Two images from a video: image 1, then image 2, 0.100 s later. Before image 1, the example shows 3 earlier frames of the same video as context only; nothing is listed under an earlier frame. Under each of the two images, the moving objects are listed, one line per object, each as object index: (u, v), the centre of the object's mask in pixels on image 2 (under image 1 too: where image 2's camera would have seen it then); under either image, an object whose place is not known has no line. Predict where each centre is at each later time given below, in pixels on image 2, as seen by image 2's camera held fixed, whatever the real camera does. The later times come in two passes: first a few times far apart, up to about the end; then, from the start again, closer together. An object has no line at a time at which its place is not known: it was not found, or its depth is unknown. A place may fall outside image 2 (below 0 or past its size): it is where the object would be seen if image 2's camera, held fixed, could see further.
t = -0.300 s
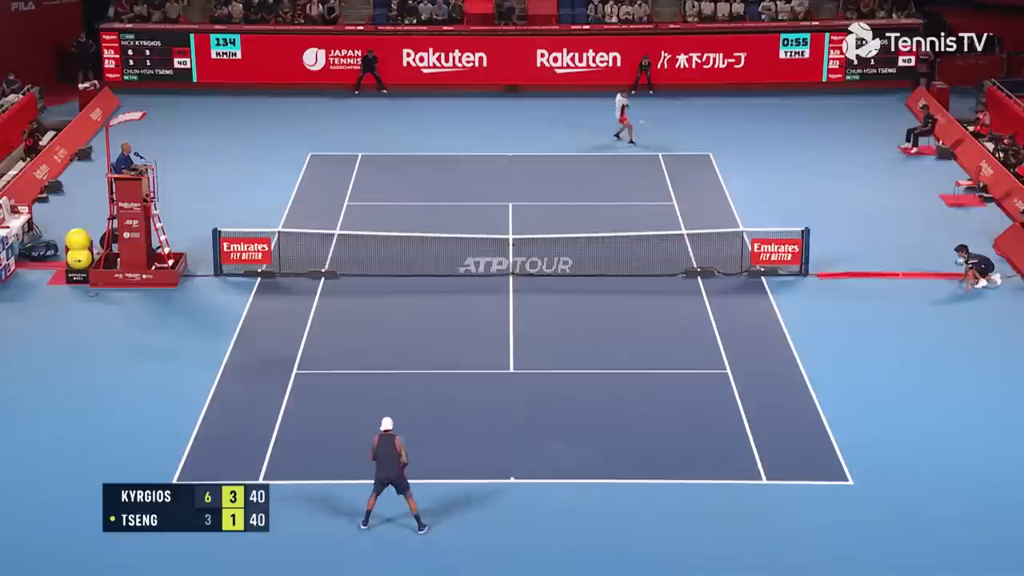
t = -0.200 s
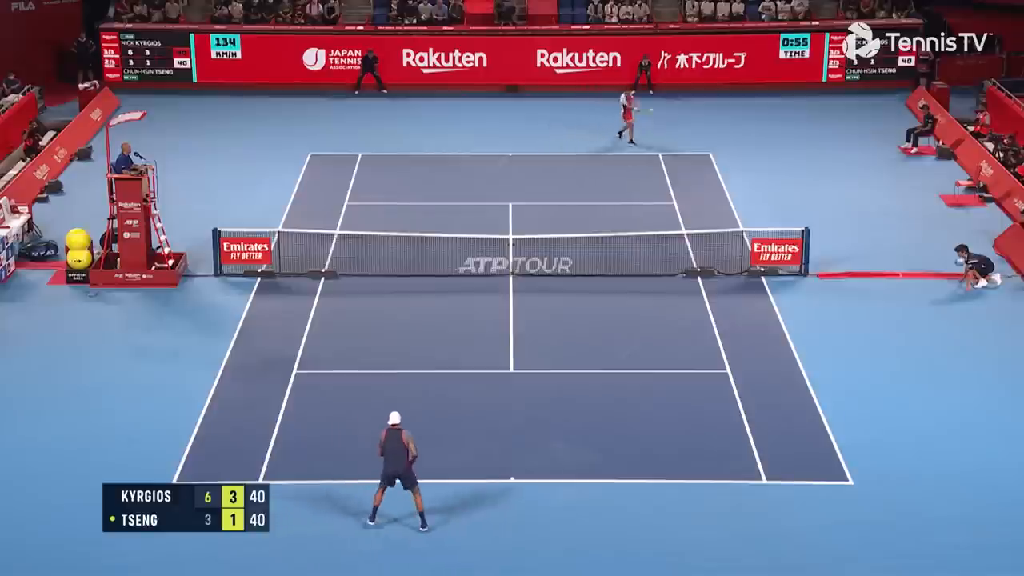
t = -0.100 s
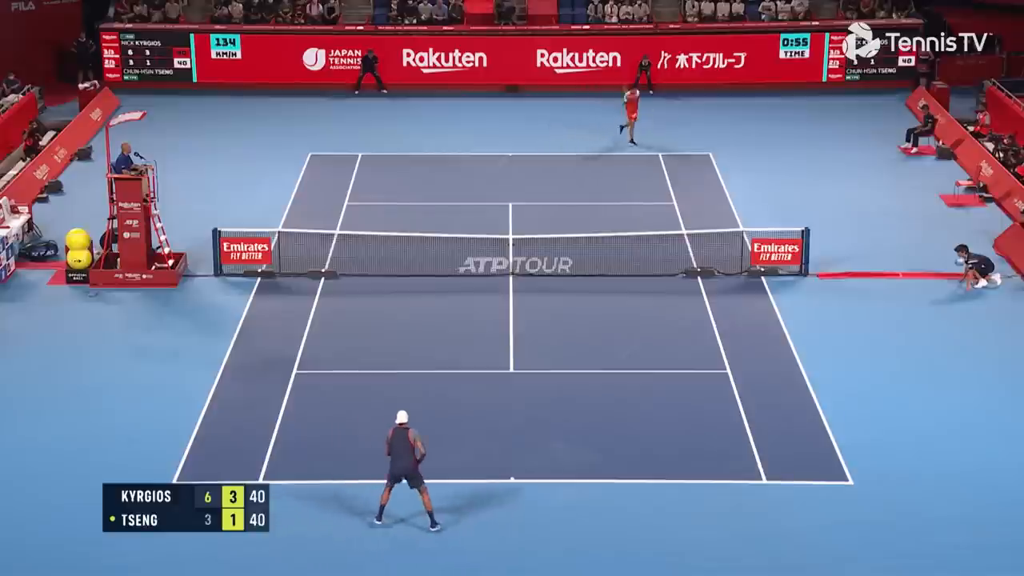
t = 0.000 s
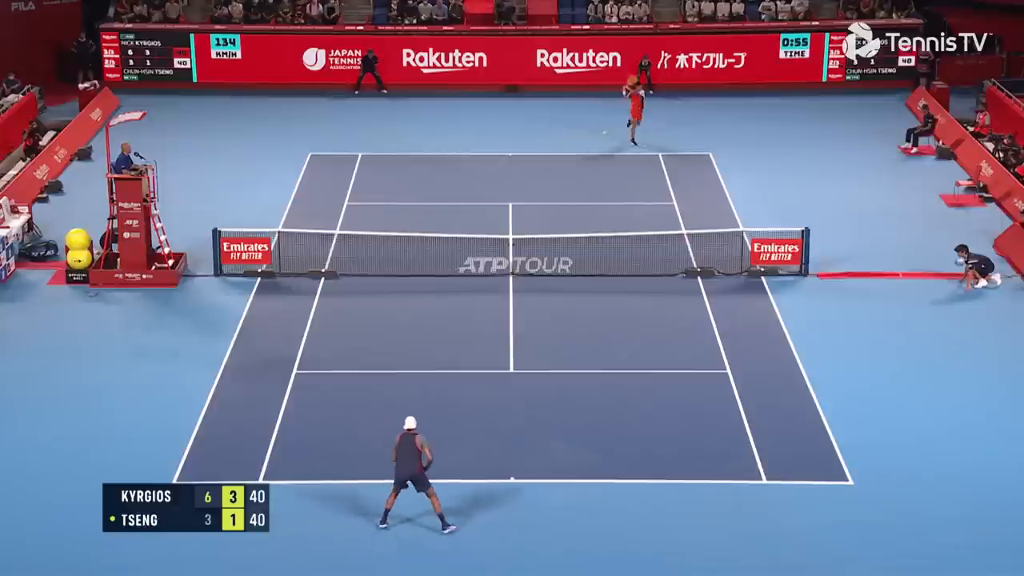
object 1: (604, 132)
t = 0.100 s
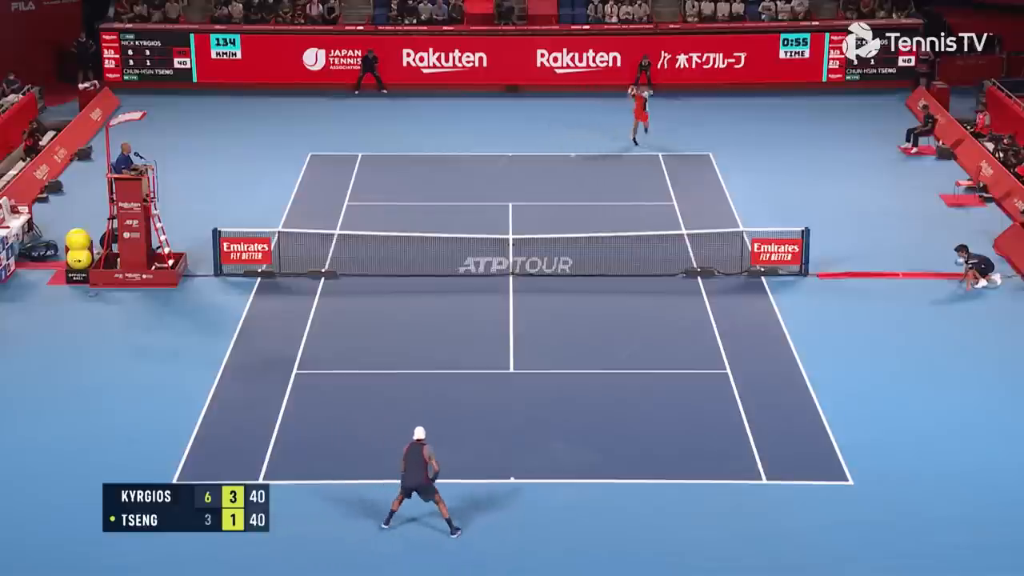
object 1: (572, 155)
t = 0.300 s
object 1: (506, 220)
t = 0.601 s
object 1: (400, 376)
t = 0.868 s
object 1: (317, 411)
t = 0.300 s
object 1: (506, 220)
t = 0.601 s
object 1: (400, 376)
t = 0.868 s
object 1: (317, 411)
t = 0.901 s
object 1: (307, 416)
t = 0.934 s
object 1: (296, 423)
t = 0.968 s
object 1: (285, 431)
